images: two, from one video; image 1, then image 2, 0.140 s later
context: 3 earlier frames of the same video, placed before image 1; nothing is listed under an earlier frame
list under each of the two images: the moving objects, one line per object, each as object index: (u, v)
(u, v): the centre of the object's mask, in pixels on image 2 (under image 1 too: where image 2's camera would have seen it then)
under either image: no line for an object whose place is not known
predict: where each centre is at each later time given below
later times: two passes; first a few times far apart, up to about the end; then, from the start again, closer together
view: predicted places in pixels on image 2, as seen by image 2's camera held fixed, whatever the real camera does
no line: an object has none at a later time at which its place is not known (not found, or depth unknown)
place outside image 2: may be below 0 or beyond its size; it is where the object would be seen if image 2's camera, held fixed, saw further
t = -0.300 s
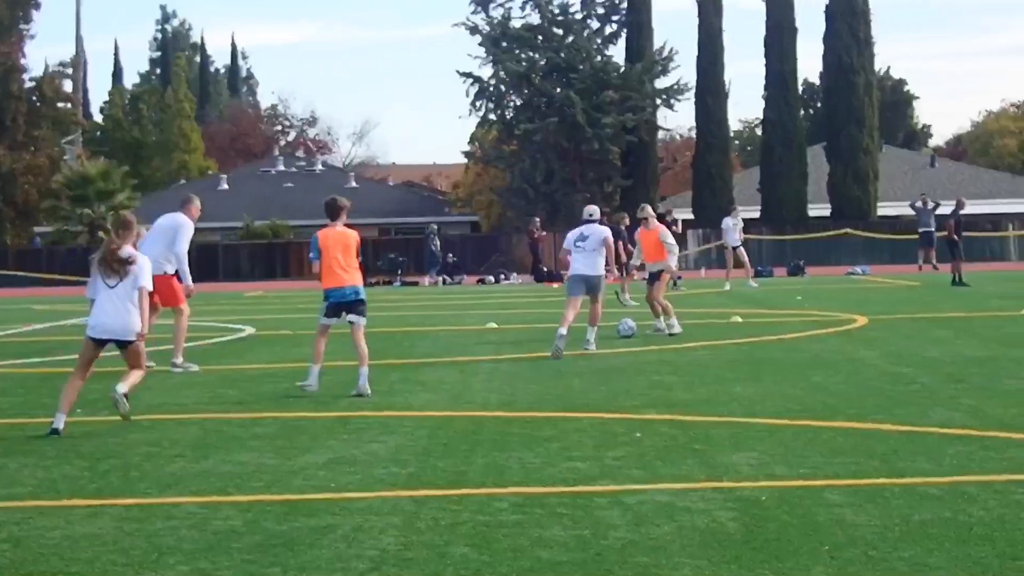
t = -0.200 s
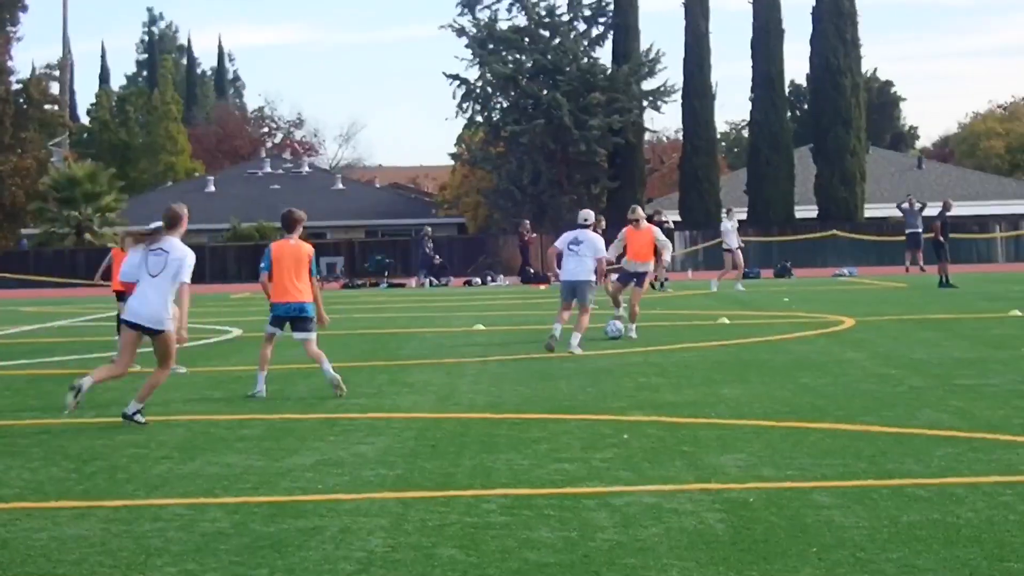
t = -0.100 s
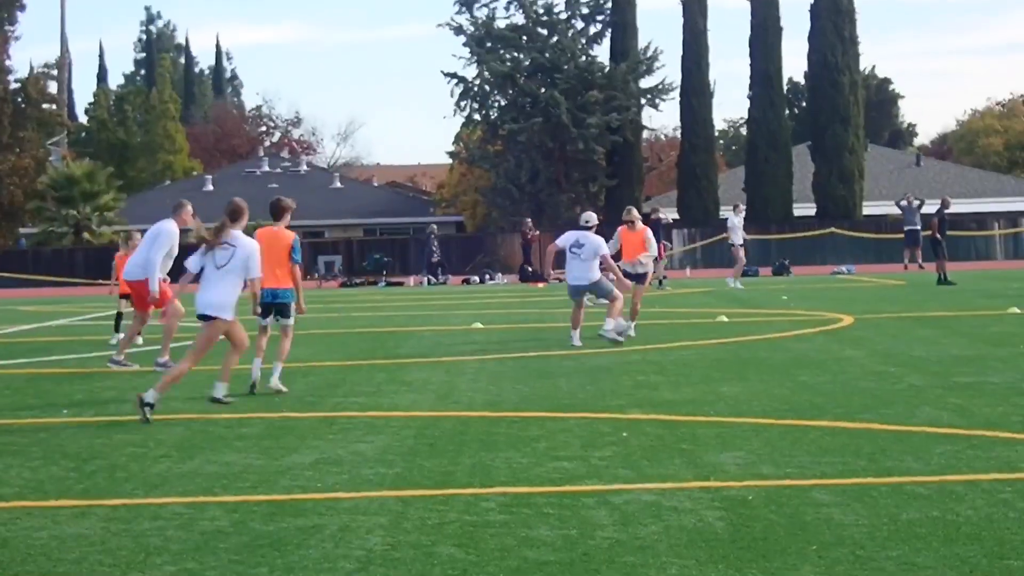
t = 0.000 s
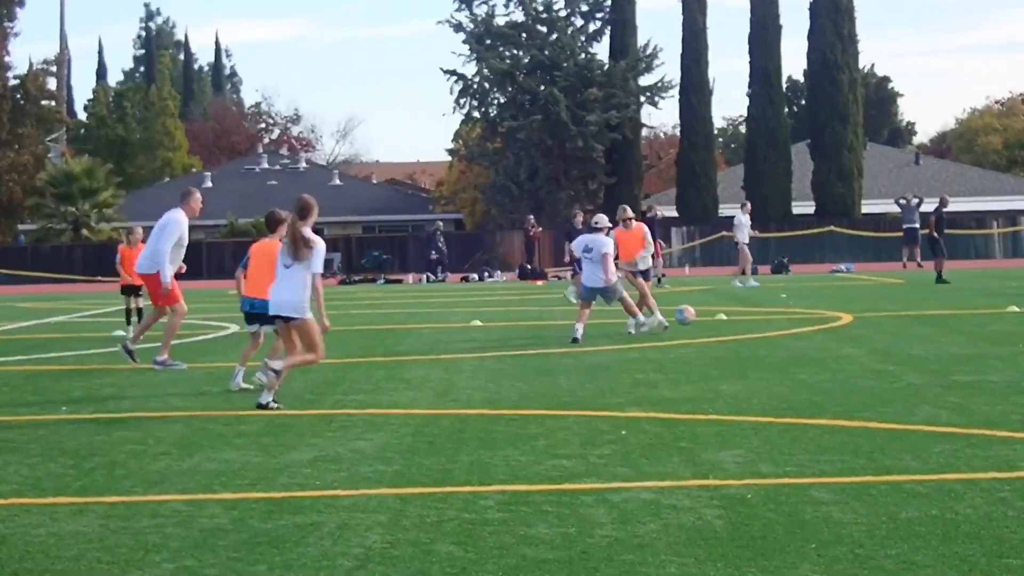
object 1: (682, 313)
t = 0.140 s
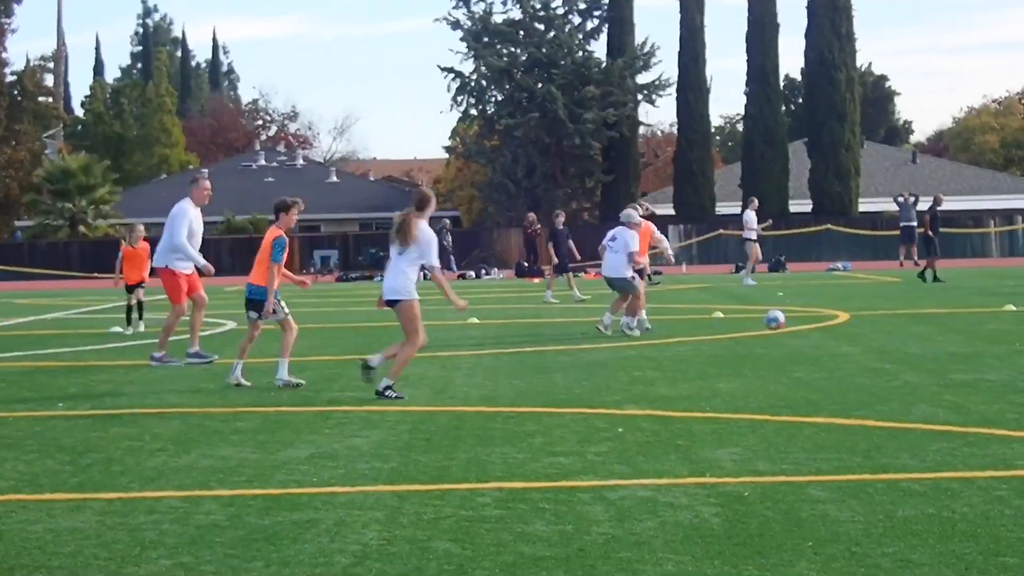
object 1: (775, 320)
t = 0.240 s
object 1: (830, 327)
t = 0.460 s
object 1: (916, 331)
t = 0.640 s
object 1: (981, 333)
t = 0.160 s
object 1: (787, 321)
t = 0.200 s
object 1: (809, 326)
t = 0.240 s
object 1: (830, 327)
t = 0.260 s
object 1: (839, 326)
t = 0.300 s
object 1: (857, 329)
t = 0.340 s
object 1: (873, 329)
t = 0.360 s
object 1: (881, 330)
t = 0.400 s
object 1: (895, 330)
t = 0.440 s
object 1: (909, 332)
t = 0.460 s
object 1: (916, 331)
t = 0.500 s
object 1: (930, 332)
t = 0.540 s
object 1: (944, 331)
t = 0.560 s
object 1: (952, 333)
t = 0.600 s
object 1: (966, 333)
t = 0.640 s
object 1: (981, 333)
